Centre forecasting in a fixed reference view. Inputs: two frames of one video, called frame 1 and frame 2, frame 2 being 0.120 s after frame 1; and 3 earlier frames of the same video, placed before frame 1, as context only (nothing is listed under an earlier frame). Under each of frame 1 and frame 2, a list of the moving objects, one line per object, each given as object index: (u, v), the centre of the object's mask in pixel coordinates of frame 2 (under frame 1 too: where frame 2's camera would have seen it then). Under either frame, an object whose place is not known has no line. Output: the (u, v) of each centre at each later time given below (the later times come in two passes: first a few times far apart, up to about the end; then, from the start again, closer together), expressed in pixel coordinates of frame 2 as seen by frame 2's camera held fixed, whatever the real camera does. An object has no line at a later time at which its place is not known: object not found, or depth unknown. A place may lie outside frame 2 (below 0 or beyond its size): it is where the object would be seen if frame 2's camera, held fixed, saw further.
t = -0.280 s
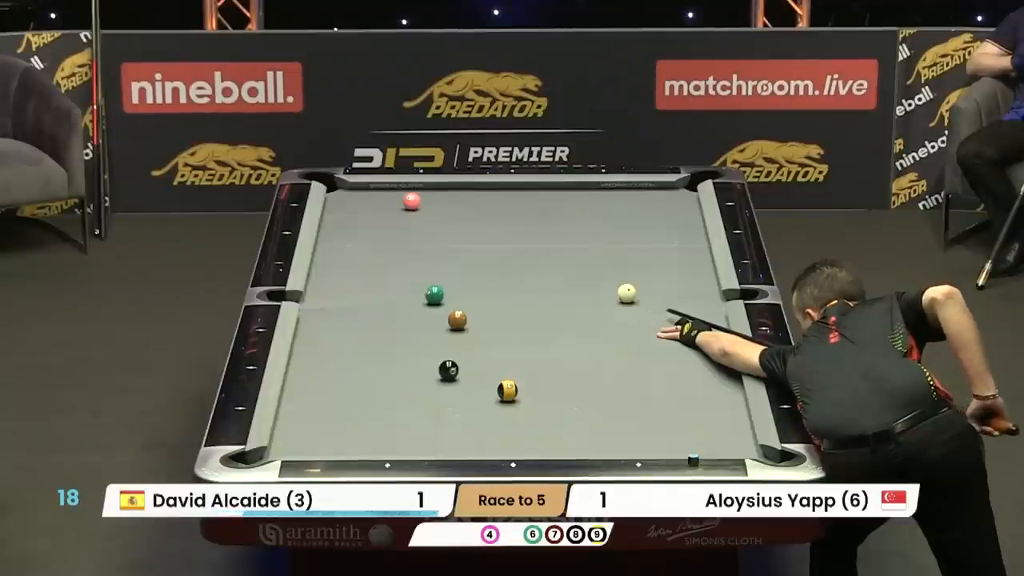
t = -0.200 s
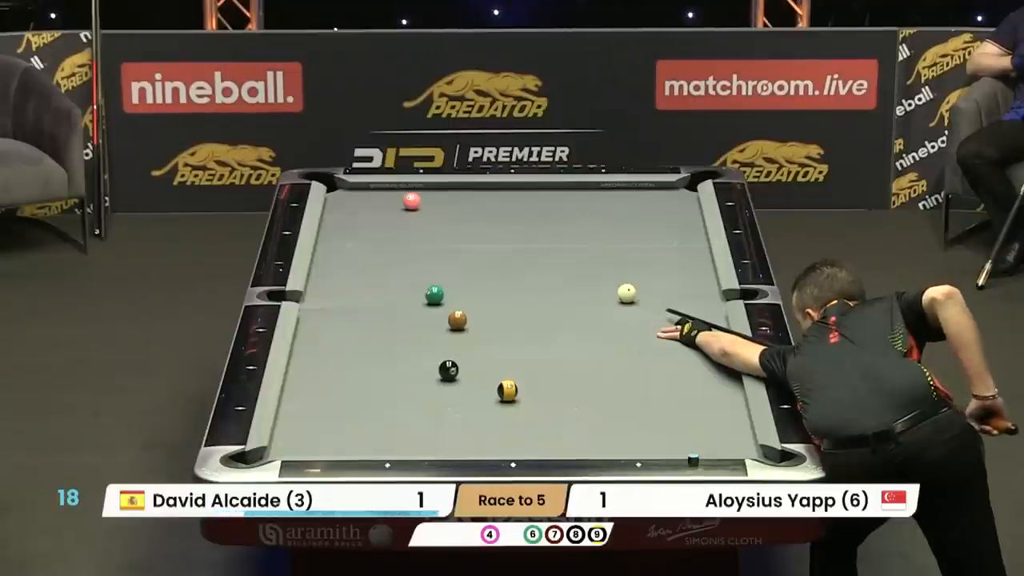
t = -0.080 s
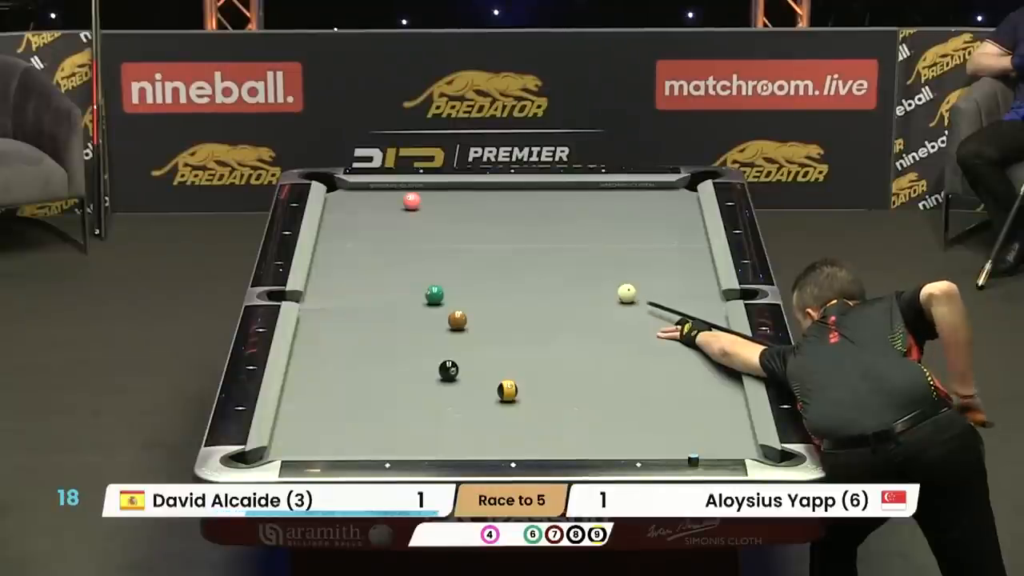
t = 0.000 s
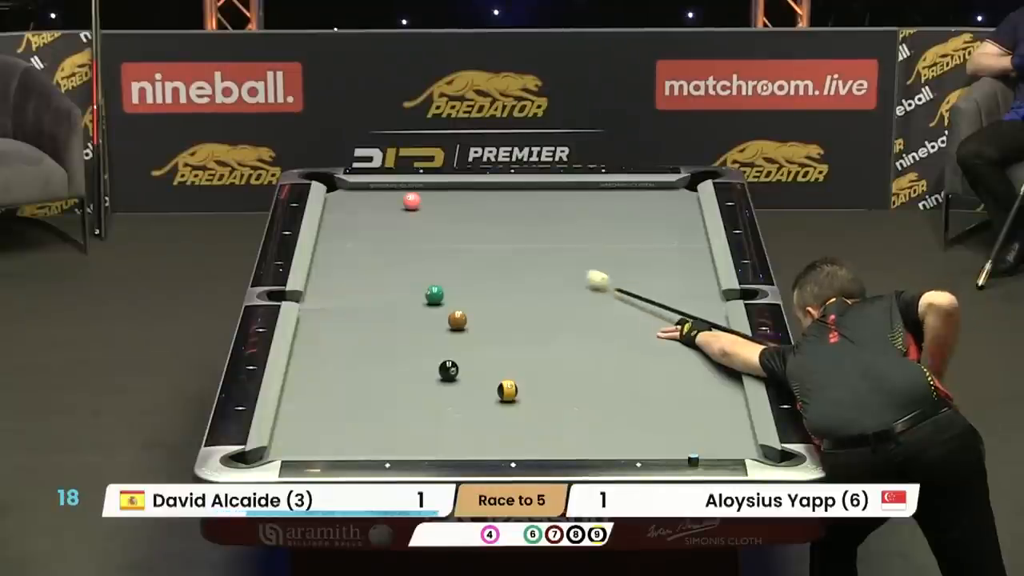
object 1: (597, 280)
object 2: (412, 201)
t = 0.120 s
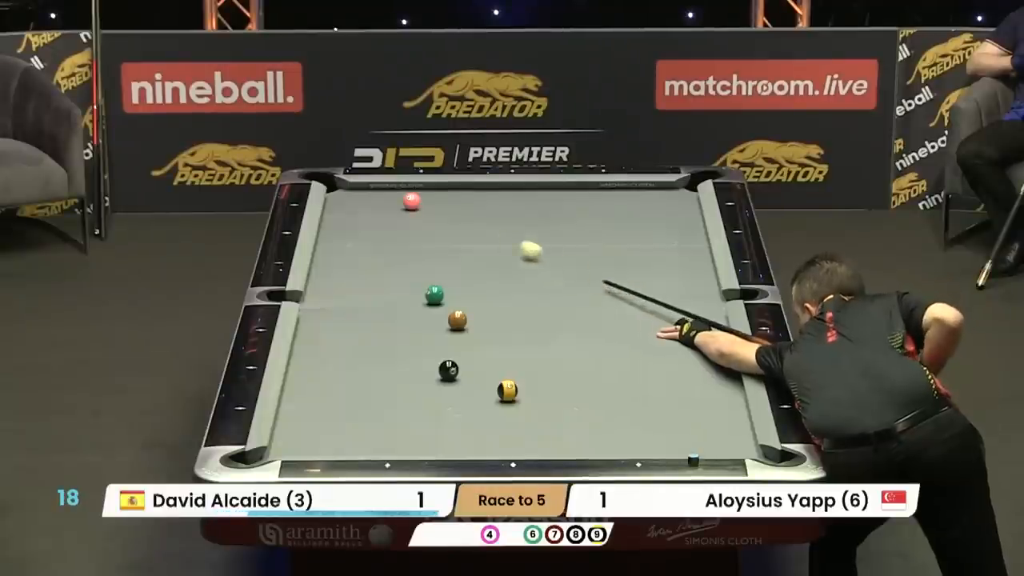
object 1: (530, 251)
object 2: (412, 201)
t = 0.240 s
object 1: (471, 225)
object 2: (412, 201)
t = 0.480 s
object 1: (440, 197)
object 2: (345, 187)
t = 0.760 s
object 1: (466, 189)
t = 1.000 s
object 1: (492, 196)
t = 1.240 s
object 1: (516, 203)
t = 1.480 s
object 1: (540, 210)
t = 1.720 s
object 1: (563, 217)
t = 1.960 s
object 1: (587, 223)
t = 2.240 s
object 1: (612, 231)
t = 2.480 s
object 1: (635, 237)
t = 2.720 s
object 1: (655, 242)
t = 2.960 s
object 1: (675, 248)
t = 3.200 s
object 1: (695, 254)
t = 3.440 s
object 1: (698, 258)
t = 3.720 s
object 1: (689, 263)
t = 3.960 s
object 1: (682, 267)
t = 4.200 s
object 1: (675, 270)
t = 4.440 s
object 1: (669, 274)
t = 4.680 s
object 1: (664, 277)
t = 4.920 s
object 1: (660, 279)
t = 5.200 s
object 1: (655, 282)
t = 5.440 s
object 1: (652, 283)
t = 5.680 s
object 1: (650, 285)
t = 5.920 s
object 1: (648, 286)
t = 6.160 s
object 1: (647, 287)
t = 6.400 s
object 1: (647, 287)
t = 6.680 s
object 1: (647, 287)
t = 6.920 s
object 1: (647, 287)
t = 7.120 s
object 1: (647, 288)
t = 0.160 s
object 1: (510, 242)
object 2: (412, 201)
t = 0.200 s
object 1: (490, 233)
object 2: (412, 201)
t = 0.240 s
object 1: (471, 225)
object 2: (412, 201)
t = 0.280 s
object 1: (453, 217)
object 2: (412, 201)
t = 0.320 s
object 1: (437, 210)
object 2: (412, 201)
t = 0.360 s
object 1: (426, 204)
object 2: (406, 200)
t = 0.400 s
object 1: (432, 201)
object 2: (385, 195)
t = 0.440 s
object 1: (436, 199)
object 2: (365, 191)
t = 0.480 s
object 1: (440, 197)
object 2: (345, 187)
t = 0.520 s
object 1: (444, 195)
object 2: (329, 183)
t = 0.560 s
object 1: (448, 192)
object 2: (313, 178)
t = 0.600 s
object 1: (451, 190)
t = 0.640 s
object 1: (454, 188)
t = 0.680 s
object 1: (458, 186)
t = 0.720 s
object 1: (462, 188)
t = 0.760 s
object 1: (466, 189)
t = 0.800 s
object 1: (471, 190)
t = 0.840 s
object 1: (475, 191)
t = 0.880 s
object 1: (479, 192)
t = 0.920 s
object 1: (483, 194)
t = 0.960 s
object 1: (488, 195)
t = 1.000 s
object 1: (492, 196)
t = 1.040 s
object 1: (496, 197)
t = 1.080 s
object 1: (500, 199)
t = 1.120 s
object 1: (504, 200)
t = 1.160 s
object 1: (508, 201)
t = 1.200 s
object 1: (512, 202)
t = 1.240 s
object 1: (516, 203)
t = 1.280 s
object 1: (520, 204)
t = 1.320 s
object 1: (524, 205)
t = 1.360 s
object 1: (528, 207)
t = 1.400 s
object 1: (532, 208)
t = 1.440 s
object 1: (536, 209)
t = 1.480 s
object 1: (540, 210)
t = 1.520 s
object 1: (544, 211)
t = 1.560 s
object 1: (548, 212)
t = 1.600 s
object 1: (552, 213)
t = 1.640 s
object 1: (555, 214)
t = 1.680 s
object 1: (560, 216)
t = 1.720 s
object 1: (563, 217)
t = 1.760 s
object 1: (567, 218)
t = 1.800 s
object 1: (571, 219)
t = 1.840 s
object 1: (575, 220)
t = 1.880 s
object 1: (579, 221)
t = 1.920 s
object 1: (583, 222)
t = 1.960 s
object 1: (587, 223)
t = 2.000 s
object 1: (590, 224)
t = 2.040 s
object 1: (594, 225)
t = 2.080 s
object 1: (598, 226)
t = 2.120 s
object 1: (602, 228)
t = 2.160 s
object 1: (605, 229)
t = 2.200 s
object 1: (609, 230)
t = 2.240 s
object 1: (612, 231)
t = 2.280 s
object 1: (616, 232)
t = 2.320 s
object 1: (620, 233)
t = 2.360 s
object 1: (624, 234)
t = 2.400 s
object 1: (627, 235)
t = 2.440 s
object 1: (631, 236)
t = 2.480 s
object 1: (635, 237)
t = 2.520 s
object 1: (638, 238)
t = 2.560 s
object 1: (641, 239)
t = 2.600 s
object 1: (645, 240)
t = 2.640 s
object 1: (649, 241)
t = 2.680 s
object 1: (652, 241)
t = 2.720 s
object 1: (655, 242)
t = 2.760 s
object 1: (659, 244)
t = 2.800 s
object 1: (662, 244)
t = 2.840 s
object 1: (665, 245)
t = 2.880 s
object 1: (669, 246)
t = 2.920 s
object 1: (672, 247)
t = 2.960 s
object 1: (675, 248)
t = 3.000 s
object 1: (679, 249)
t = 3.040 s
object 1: (682, 250)
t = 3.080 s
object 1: (686, 251)
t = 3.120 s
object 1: (689, 252)
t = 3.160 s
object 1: (692, 253)
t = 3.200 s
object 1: (695, 254)
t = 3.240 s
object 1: (699, 255)
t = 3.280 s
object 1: (702, 255)
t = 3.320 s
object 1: (703, 256)
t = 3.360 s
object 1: (702, 257)
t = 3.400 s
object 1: (700, 258)
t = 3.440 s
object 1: (698, 258)
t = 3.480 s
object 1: (697, 259)
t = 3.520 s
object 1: (696, 260)
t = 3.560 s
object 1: (695, 260)
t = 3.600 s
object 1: (693, 261)
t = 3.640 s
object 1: (692, 262)
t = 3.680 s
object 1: (690, 262)
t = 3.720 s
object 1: (689, 263)
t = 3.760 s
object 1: (688, 264)
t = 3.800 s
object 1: (687, 265)
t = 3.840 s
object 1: (685, 265)
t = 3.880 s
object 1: (684, 266)
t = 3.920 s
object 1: (683, 266)
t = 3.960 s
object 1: (682, 267)
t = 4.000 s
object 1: (681, 267)
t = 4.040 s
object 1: (680, 268)
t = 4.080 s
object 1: (679, 269)
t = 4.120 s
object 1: (677, 269)
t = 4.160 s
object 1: (676, 270)
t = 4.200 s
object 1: (675, 270)
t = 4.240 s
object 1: (674, 271)
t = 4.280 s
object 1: (673, 271)
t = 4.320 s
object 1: (672, 272)
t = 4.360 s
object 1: (671, 273)
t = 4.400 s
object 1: (670, 273)
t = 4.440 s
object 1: (669, 274)
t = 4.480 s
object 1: (668, 274)
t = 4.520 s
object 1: (667, 275)
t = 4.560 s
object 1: (667, 275)
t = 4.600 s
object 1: (666, 275)
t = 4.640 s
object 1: (665, 276)
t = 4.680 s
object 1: (664, 277)
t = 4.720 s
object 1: (663, 277)
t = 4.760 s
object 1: (663, 277)
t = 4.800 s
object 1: (662, 278)
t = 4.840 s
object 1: (661, 278)
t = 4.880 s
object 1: (660, 279)
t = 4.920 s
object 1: (660, 279)
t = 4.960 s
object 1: (659, 279)
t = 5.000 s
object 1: (659, 280)
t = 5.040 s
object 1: (658, 280)
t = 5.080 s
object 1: (657, 281)
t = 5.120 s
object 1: (656, 281)
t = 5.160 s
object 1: (656, 281)
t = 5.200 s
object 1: (655, 282)
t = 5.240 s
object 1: (655, 282)
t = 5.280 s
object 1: (654, 282)
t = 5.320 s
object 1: (654, 282)
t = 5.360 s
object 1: (653, 283)
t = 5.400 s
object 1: (652, 283)
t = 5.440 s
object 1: (652, 283)
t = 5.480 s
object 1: (652, 284)
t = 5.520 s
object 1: (651, 284)
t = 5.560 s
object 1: (651, 284)
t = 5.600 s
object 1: (650, 285)
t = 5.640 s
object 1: (650, 285)
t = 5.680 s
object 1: (650, 285)
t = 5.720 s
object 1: (649, 285)
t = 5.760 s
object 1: (649, 285)
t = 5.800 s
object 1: (649, 286)
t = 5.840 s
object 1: (649, 286)
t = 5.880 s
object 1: (648, 286)
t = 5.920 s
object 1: (648, 286)
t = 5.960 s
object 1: (648, 286)
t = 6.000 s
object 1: (648, 286)
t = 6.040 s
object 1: (648, 286)
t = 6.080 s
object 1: (647, 287)
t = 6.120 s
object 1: (647, 287)
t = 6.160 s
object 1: (647, 287)
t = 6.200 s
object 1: (647, 287)
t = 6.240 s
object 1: (647, 287)
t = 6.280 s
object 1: (647, 287)
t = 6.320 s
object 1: (647, 287)
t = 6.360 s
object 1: (647, 287)
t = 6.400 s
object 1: (647, 287)
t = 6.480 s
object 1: (647, 287)
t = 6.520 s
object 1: (647, 287)
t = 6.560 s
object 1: (647, 287)
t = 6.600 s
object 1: (647, 287)
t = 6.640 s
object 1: (647, 287)
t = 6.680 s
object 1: (647, 287)
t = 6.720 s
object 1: (647, 287)
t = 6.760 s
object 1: (647, 287)
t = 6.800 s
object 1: (647, 287)
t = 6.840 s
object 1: (647, 287)
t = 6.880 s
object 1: (647, 287)
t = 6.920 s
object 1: (647, 287)
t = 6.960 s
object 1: (647, 287)
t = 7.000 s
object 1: (647, 287)
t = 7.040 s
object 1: (647, 287)
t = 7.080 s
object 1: (647, 288)
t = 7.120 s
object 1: (647, 288)
